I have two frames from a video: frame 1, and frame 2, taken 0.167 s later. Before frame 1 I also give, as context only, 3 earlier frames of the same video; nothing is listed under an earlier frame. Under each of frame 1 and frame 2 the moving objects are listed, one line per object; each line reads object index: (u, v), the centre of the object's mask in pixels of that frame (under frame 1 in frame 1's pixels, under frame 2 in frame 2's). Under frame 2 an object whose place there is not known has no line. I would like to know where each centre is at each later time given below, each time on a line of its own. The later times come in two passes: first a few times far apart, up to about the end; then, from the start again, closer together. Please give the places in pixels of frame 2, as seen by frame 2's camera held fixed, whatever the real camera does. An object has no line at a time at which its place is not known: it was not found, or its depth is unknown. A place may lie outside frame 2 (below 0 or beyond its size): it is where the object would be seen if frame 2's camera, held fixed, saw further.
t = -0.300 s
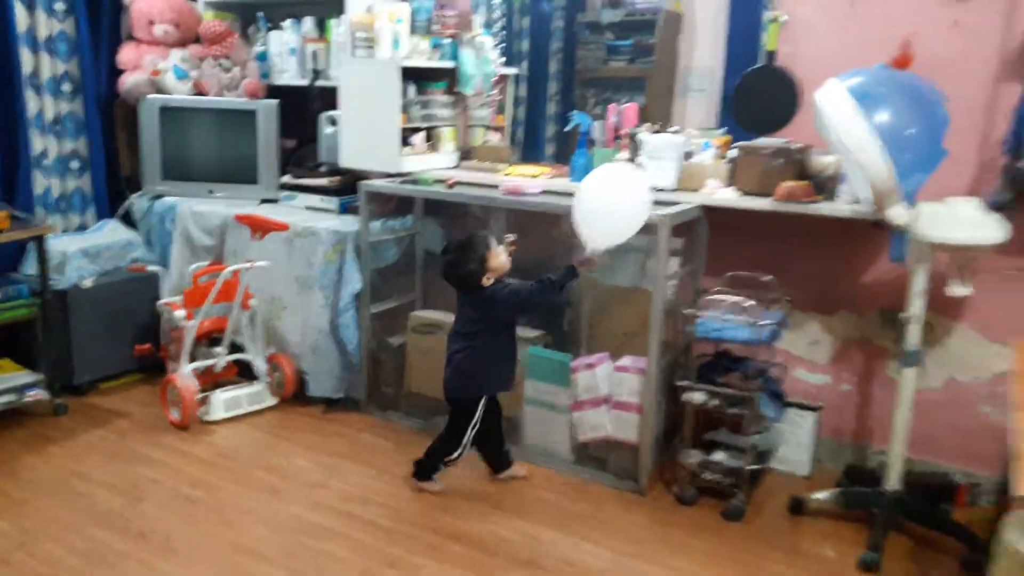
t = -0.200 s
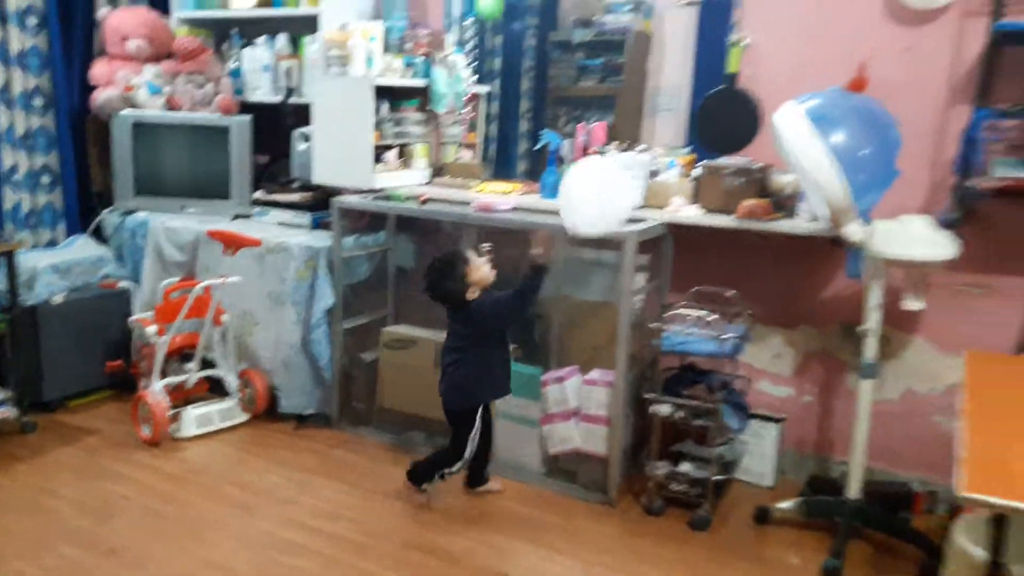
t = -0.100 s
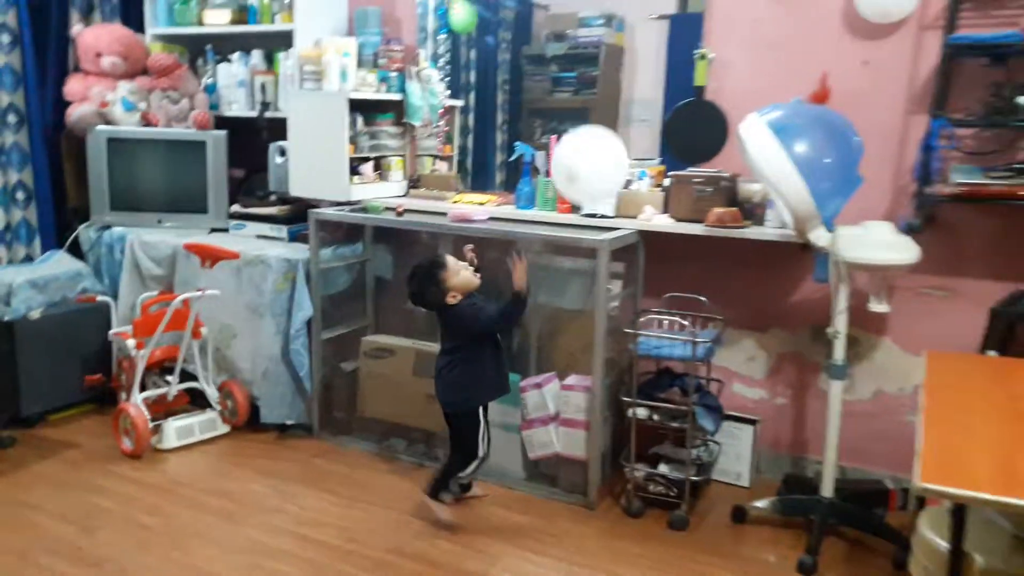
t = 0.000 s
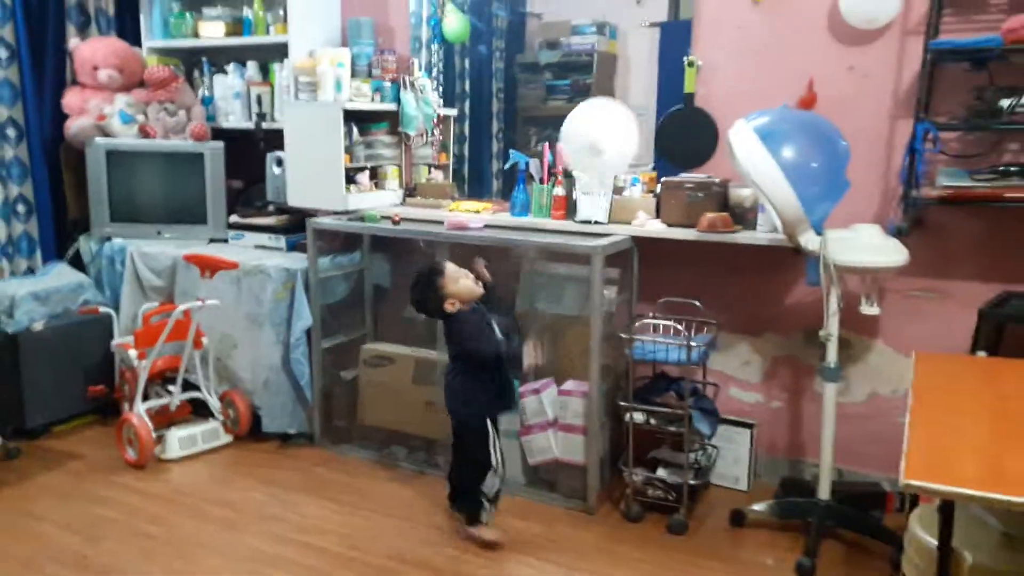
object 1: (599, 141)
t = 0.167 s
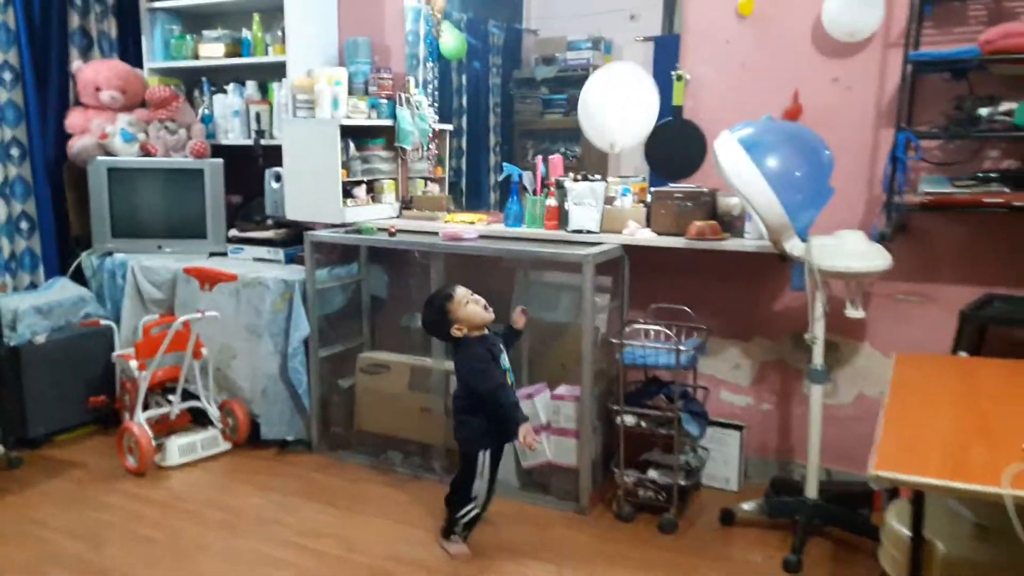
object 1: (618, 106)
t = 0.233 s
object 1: (627, 96)
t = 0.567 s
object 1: (688, 75)
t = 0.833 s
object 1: (716, 97)
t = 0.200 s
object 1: (623, 101)
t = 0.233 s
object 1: (627, 96)
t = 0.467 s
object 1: (673, 77)
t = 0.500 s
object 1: (678, 76)
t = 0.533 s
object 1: (682, 75)
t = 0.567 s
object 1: (688, 75)
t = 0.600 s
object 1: (695, 75)
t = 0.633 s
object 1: (700, 77)
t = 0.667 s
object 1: (702, 79)
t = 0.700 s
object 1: (705, 82)
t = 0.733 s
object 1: (707, 85)
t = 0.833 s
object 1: (716, 97)
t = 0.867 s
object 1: (719, 104)
